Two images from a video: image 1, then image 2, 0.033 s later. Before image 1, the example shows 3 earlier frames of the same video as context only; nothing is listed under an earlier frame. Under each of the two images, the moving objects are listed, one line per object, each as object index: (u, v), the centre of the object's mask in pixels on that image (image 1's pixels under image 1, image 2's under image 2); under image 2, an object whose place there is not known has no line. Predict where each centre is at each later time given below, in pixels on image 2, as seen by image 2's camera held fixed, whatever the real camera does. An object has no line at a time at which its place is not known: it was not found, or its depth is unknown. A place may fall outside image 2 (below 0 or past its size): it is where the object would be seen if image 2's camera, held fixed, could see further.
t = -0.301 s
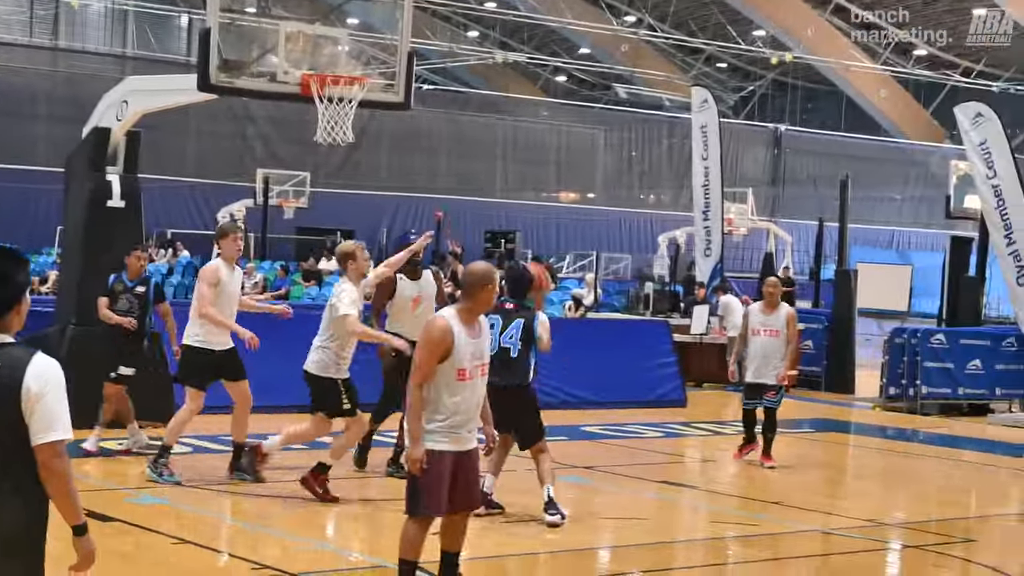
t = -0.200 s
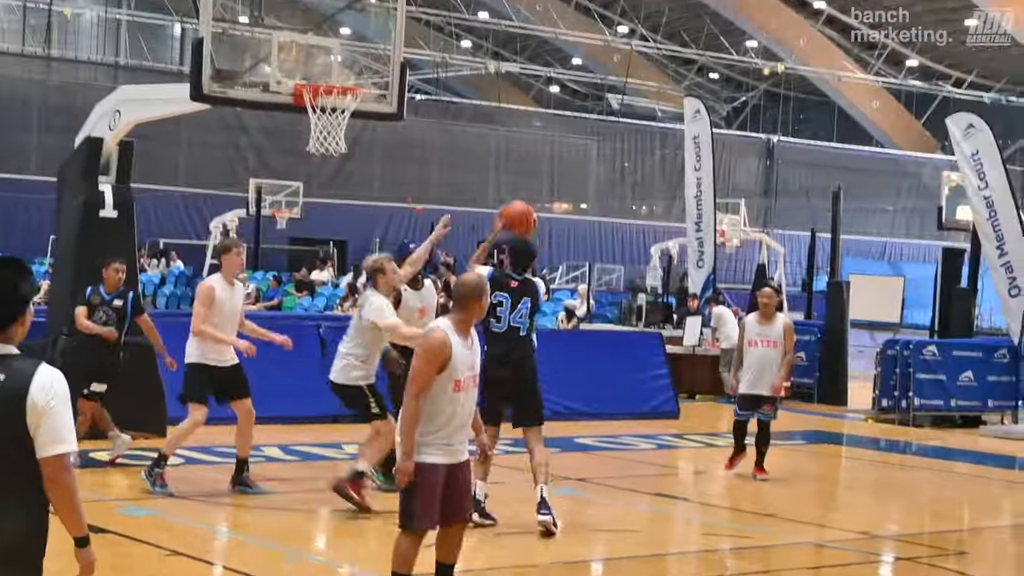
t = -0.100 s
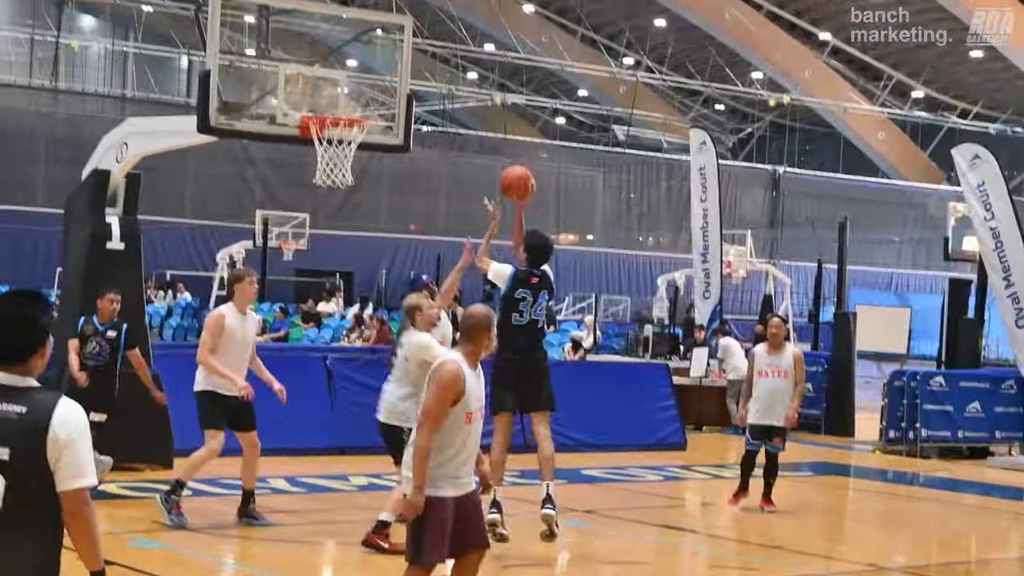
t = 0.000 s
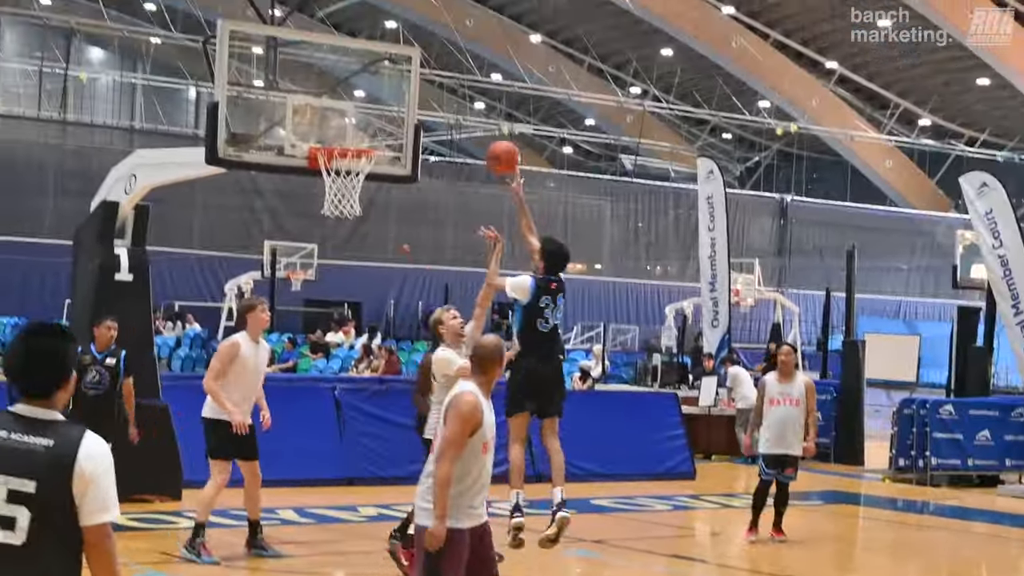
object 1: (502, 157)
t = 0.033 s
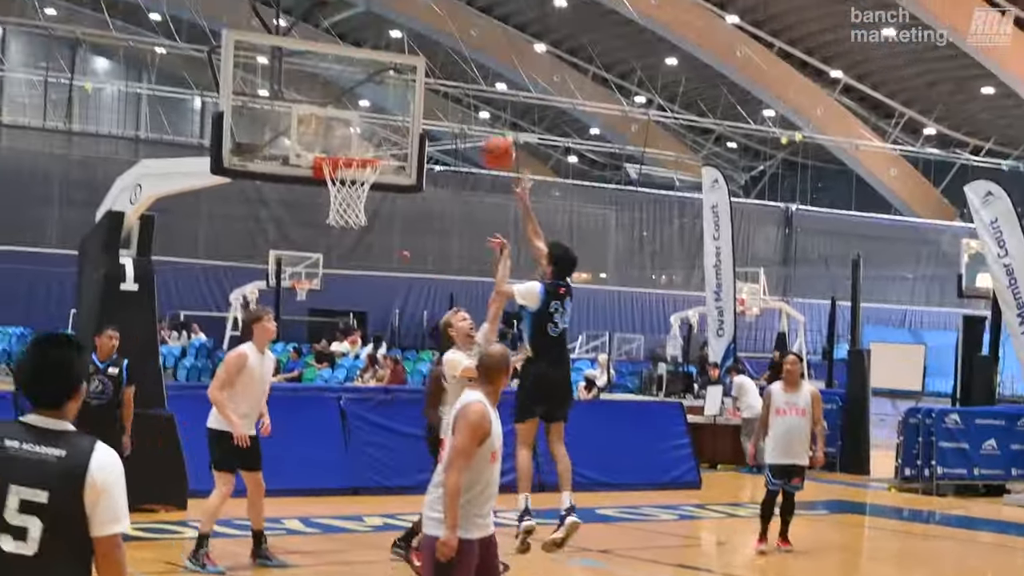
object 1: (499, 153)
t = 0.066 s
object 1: (487, 140)
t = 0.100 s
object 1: (475, 130)
